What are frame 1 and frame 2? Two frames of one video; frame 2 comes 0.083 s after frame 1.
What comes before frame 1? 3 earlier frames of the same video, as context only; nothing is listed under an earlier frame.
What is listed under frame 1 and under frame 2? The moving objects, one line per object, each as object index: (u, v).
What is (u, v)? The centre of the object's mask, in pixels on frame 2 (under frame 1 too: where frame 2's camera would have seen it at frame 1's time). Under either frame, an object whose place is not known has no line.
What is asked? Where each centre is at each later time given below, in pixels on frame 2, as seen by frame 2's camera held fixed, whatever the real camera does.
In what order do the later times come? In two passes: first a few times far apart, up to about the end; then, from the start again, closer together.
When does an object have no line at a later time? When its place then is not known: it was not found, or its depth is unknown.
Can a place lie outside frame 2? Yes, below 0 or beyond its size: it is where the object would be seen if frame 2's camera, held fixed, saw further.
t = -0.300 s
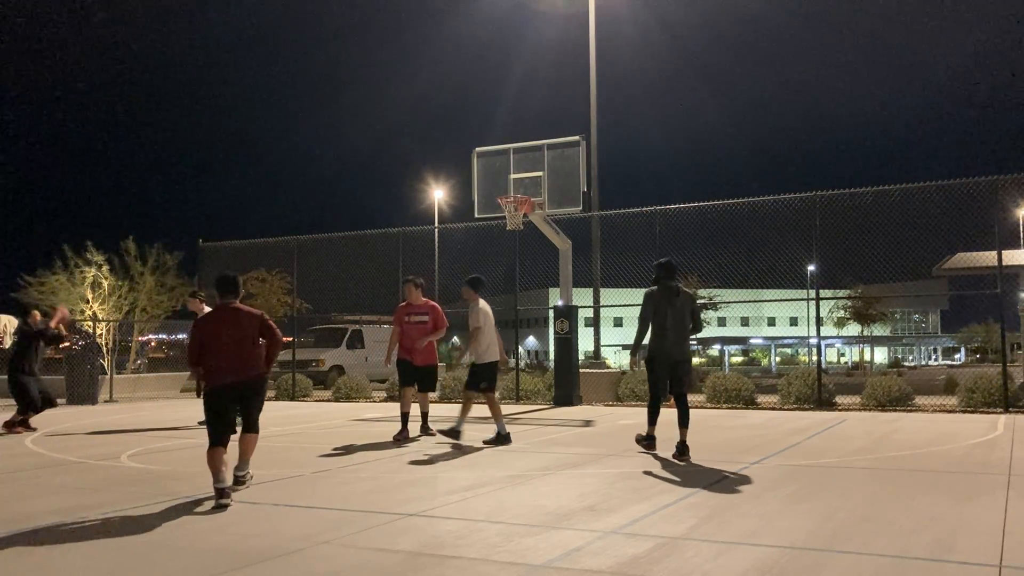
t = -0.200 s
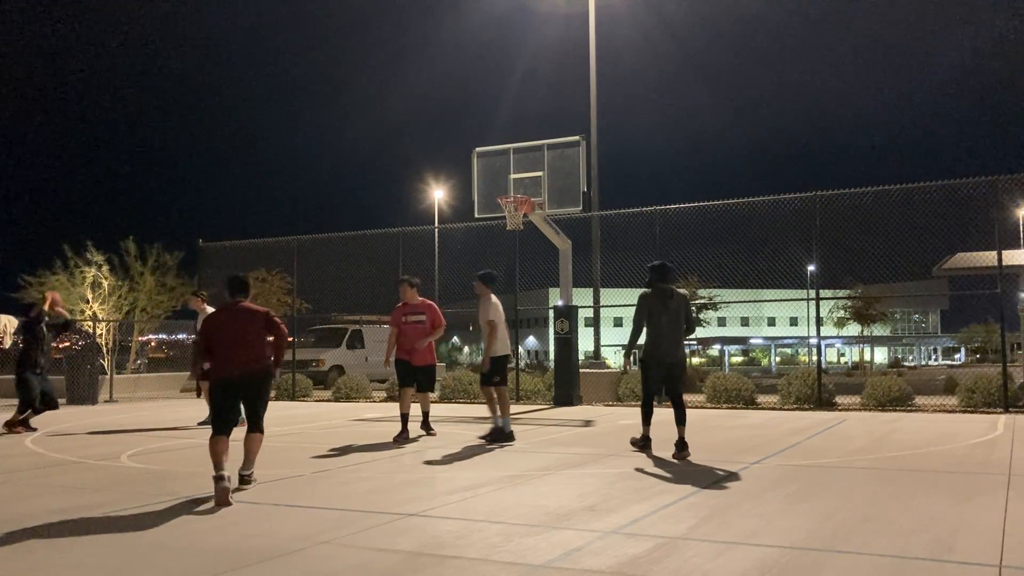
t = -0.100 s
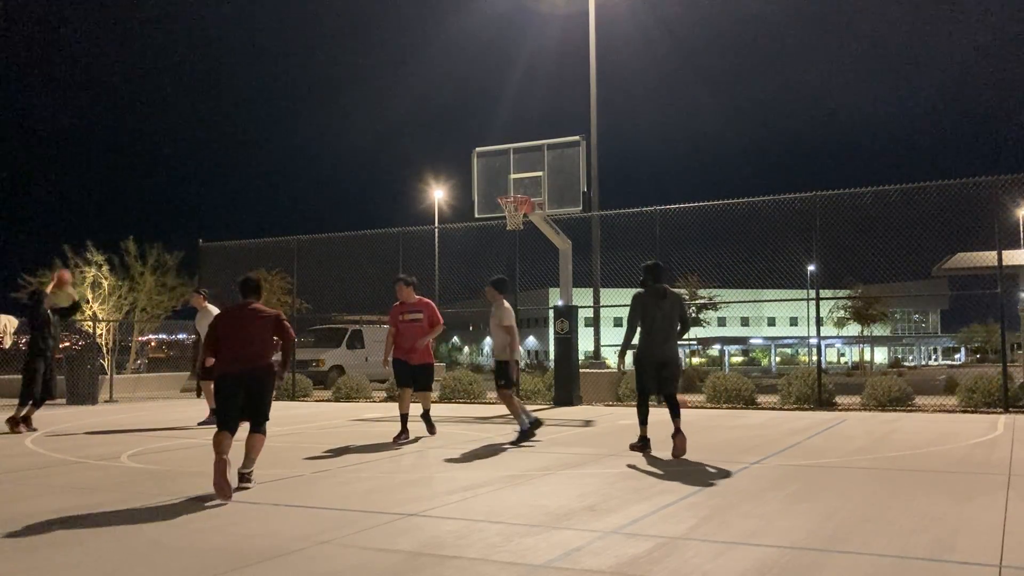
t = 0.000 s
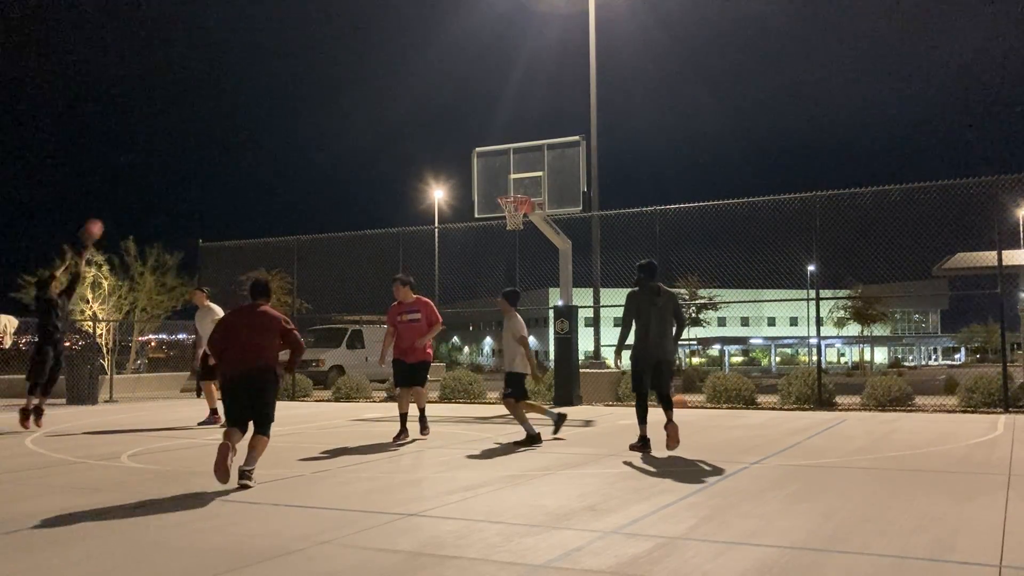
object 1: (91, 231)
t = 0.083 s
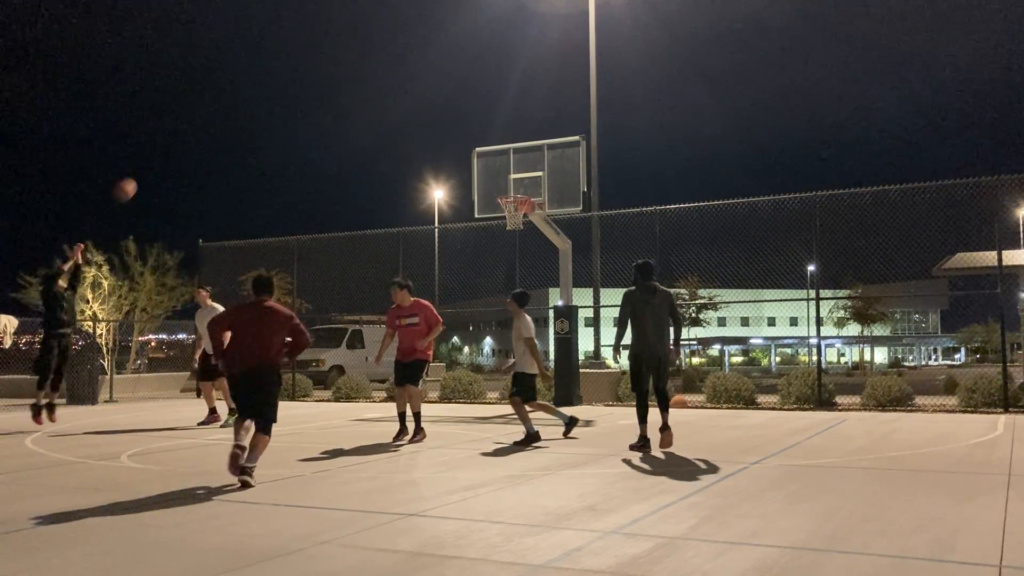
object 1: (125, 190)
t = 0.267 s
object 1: (197, 121)
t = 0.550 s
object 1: (298, 69)
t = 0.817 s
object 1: (385, 74)
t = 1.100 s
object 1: (472, 133)
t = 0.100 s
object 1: (131, 182)
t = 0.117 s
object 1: (139, 175)
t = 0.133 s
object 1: (145, 168)
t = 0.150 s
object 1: (151, 161)
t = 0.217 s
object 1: (178, 137)
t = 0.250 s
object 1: (190, 126)
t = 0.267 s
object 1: (197, 121)
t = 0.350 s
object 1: (227, 99)
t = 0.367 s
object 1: (234, 95)
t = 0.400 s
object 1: (246, 88)
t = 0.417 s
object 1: (251, 85)
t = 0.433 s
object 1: (258, 83)
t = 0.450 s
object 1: (263, 79)
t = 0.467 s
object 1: (269, 78)
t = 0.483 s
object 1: (275, 76)
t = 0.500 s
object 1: (281, 74)
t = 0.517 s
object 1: (287, 72)
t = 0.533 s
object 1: (292, 70)
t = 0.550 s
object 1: (298, 69)
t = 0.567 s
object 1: (304, 68)
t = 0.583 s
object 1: (309, 67)
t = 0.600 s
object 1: (315, 66)
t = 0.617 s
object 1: (321, 65)
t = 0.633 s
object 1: (326, 65)
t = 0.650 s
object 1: (331, 65)
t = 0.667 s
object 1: (337, 65)
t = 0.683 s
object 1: (343, 66)
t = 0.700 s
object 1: (348, 66)
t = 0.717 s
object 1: (353, 67)
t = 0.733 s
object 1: (359, 68)
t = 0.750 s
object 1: (365, 69)
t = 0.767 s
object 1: (369, 70)
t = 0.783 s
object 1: (375, 71)
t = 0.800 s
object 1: (381, 73)
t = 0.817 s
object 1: (385, 74)
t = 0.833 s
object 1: (391, 77)
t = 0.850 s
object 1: (396, 79)
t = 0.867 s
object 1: (402, 81)
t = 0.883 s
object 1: (407, 84)
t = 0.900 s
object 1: (412, 87)
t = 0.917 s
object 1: (417, 90)
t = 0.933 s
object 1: (422, 93)
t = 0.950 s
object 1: (427, 96)
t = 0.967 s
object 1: (433, 99)
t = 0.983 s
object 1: (438, 103)
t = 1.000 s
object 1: (442, 106)
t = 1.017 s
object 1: (448, 111)
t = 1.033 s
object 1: (452, 114)
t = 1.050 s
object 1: (458, 119)
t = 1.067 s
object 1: (463, 123)
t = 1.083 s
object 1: (468, 128)
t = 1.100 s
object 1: (472, 133)
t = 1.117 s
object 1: (477, 137)
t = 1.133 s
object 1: (482, 141)
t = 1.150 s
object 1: (486, 146)
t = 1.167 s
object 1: (493, 150)
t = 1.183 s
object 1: (497, 156)
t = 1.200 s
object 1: (502, 162)
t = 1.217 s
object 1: (507, 168)
